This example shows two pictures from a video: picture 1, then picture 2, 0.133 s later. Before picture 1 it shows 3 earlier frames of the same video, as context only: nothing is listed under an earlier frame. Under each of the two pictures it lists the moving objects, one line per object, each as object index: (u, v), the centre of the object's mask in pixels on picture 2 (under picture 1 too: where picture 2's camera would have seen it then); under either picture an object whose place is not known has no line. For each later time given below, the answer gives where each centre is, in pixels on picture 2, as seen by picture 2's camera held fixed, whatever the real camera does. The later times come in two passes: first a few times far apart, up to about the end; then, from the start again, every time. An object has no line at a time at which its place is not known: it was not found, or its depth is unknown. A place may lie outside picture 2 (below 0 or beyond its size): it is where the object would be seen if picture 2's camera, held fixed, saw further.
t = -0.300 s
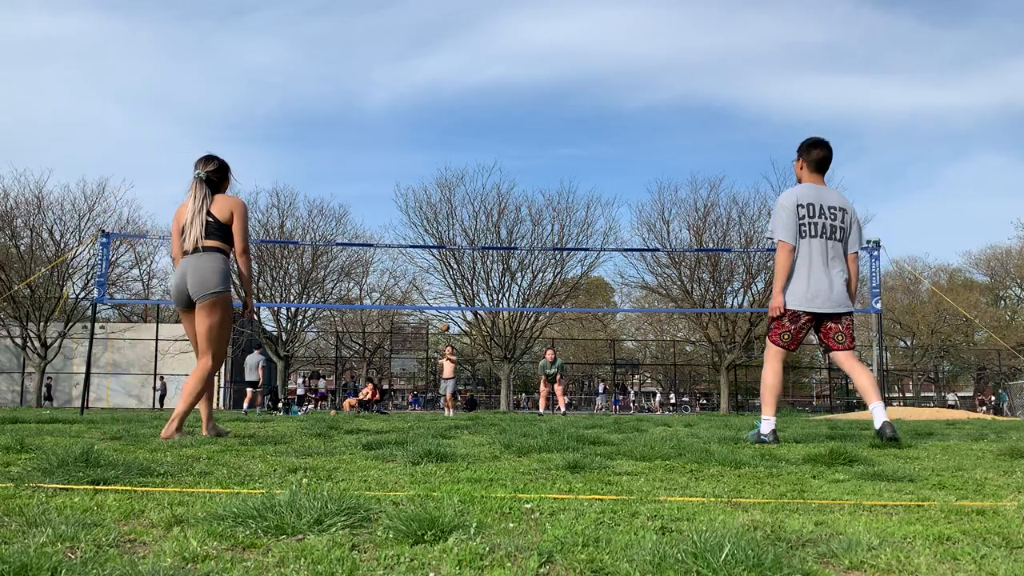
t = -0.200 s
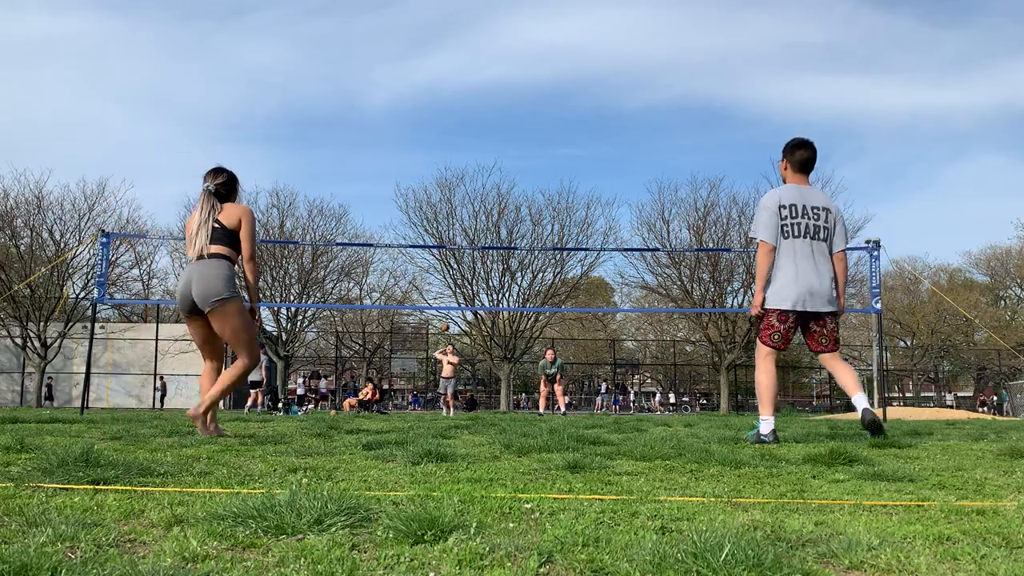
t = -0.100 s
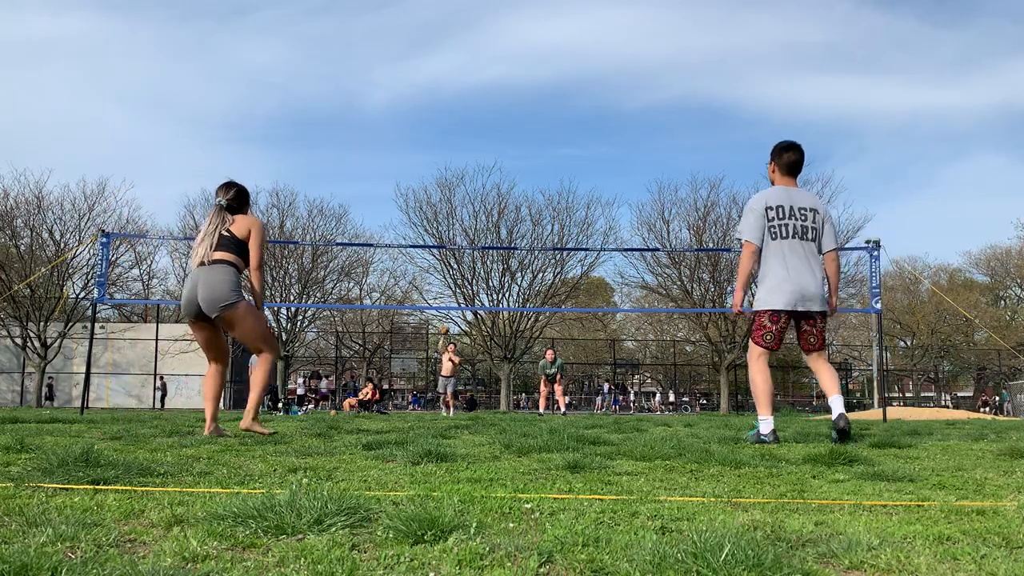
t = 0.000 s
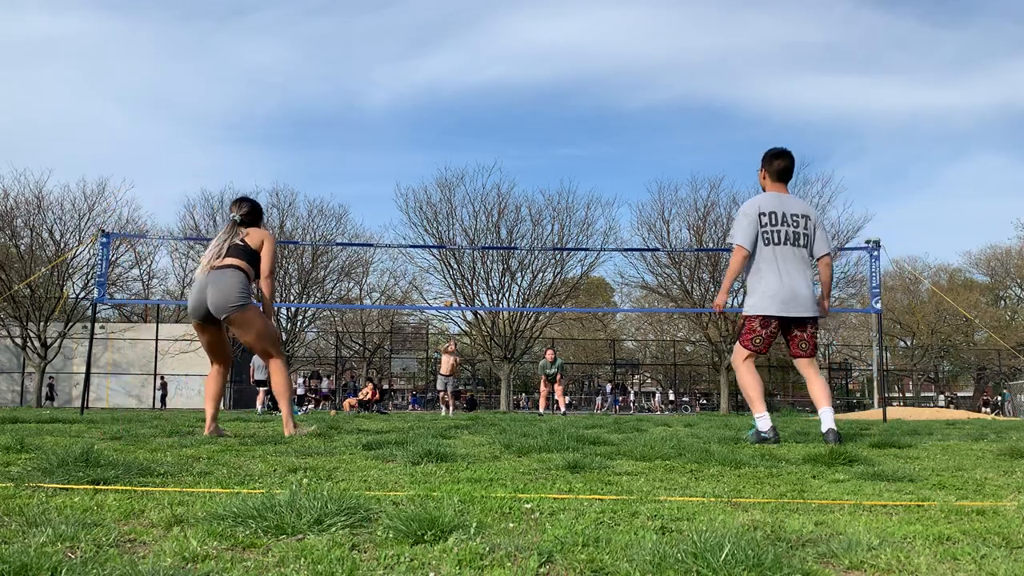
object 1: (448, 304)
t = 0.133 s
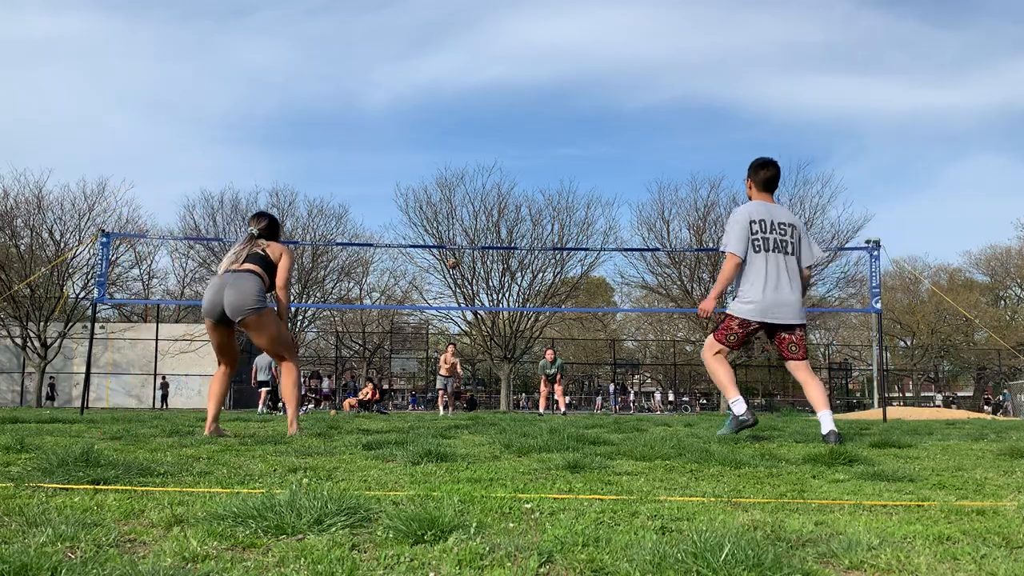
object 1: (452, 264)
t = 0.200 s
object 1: (453, 243)
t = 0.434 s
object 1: (460, 181)
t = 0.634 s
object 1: (472, 137)
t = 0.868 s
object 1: (495, 104)
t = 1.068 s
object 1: (527, 108)
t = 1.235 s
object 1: (569, 154)
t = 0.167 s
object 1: (453, 254)
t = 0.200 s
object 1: (453, 243)
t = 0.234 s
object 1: (454, 236)
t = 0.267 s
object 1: (455, 226)
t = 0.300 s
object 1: (456, 216)
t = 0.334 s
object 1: (457, 207)
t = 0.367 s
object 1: (458, 198)
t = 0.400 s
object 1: (459, 190)
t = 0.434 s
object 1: (460, 181)
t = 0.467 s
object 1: (462, 173)
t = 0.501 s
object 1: (464, 165)
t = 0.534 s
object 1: (465, 158)
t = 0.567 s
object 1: (468, 150)
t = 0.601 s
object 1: (470, 144)
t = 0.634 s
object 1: (472, 137)
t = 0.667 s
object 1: (475, 131)
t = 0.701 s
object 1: (477, 125)
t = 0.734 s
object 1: (481, 120)
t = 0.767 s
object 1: (484, 116)
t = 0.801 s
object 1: (487, 111)
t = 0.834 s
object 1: (491, 107)
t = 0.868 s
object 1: (495, 104)
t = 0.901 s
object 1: (499, 102)
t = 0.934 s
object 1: (504, 101)
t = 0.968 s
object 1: (509, 101)
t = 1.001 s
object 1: (514, 102)
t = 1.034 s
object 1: (520, 104)
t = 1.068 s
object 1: (527, 108)
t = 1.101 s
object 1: (533, 113)
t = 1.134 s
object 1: (541, 120)
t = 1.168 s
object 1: (550, 129)
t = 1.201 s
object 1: (559, 140)
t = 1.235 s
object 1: (569, 154)
